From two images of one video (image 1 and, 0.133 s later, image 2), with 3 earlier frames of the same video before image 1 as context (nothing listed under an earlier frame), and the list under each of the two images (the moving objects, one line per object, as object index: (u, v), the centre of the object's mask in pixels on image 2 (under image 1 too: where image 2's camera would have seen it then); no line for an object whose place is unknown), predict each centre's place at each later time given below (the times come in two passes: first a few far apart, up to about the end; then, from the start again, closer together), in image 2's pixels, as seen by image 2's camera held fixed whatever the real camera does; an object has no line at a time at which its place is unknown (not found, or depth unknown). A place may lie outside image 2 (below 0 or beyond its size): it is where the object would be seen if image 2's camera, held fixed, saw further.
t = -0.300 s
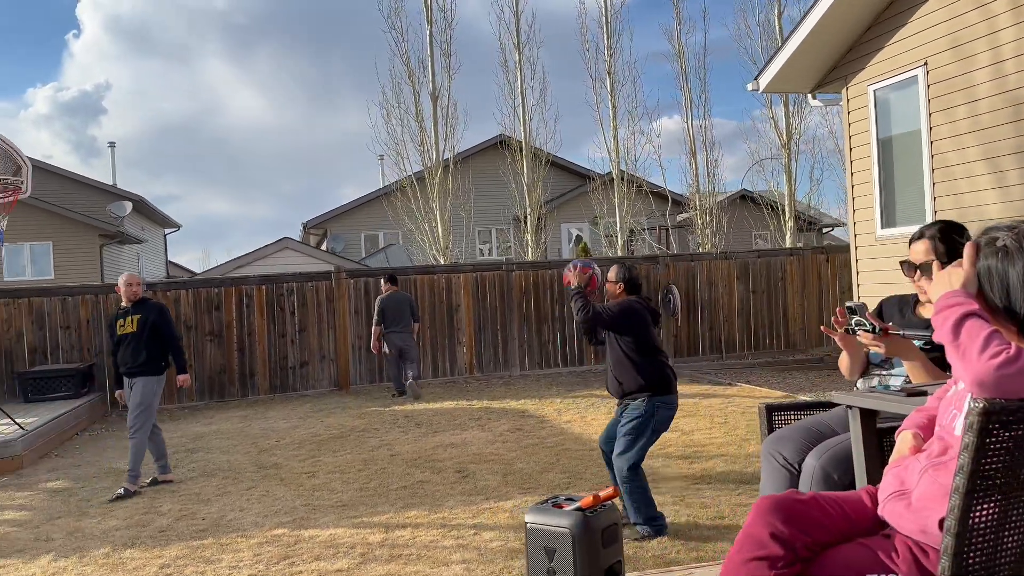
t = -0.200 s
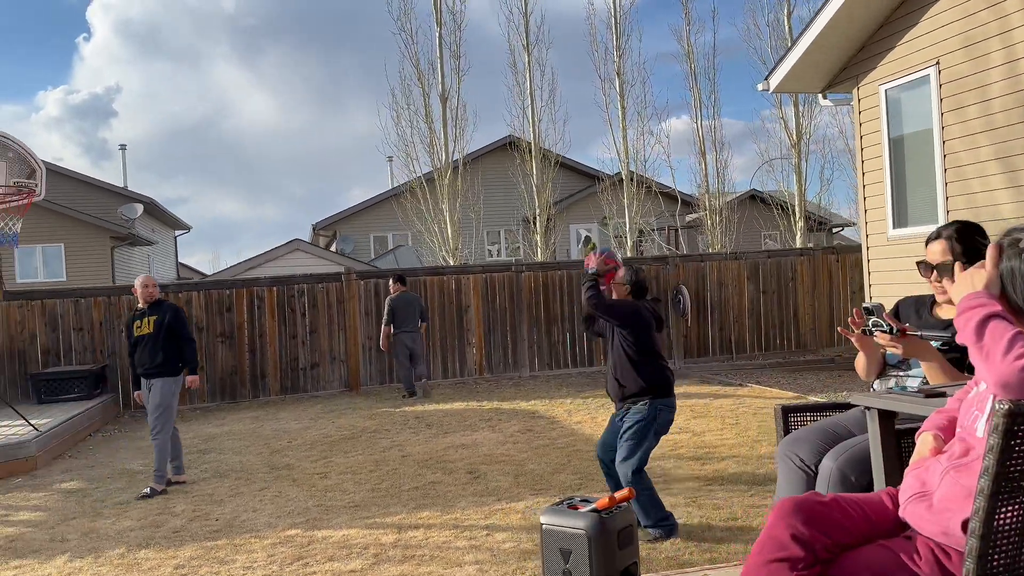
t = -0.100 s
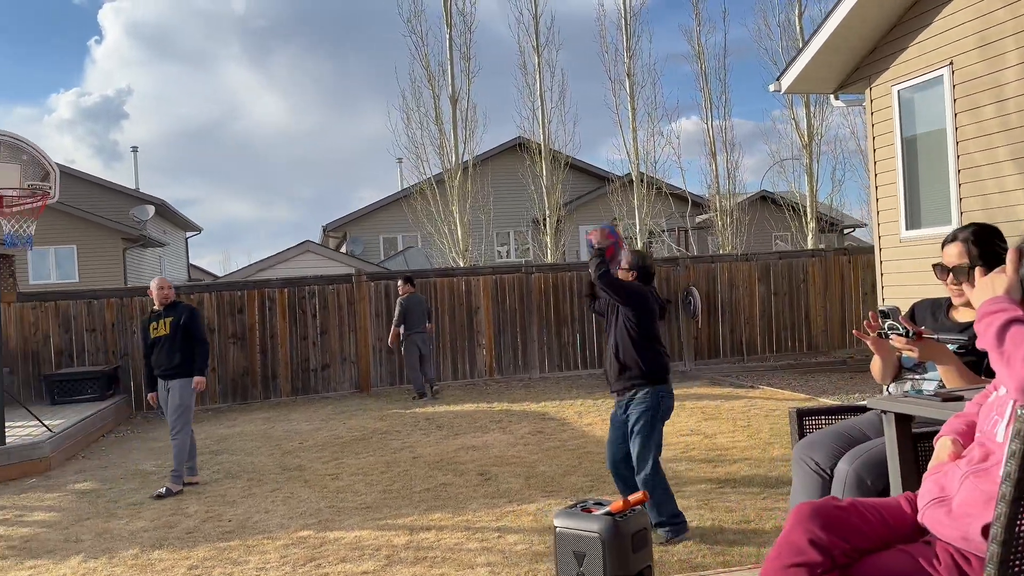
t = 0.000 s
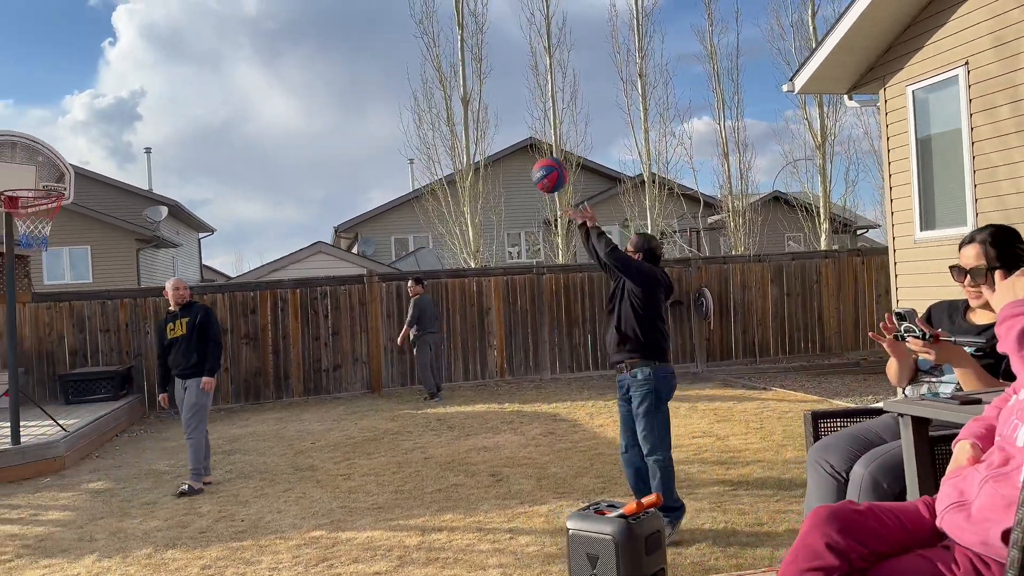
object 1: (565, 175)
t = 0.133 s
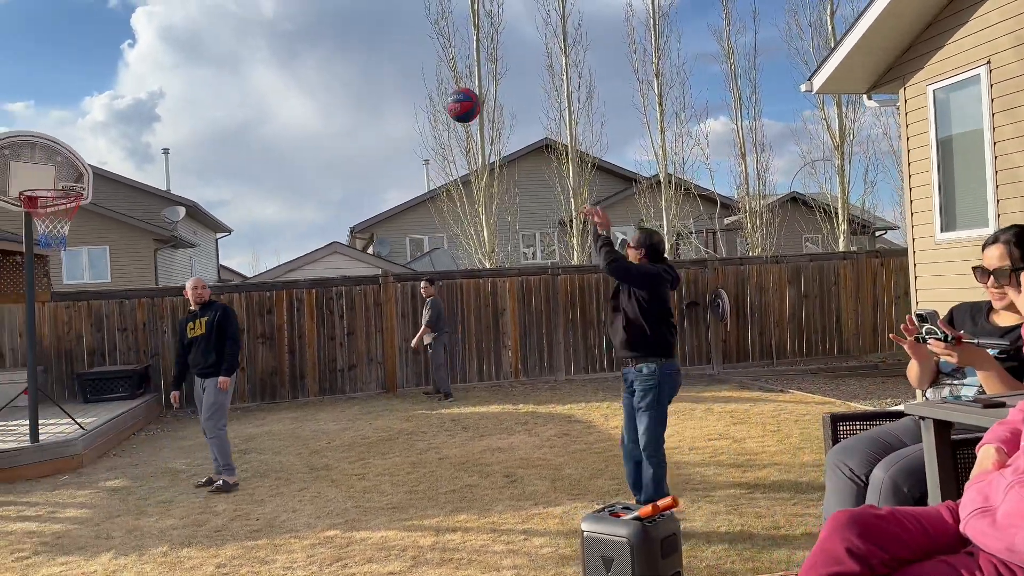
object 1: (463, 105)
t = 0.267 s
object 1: (374, 69)
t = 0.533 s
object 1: (226, 77)
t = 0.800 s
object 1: (109, 166)
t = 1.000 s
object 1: (46, 276)
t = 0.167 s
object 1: (440, 93)
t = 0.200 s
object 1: (417, 83)
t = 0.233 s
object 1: (395, 75)
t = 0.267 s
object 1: (374, 69)
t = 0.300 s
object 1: (353, 64)
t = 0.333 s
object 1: (333, 61)
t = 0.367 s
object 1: (314, 61)
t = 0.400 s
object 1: (295, 61)
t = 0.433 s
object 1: (277, 63)
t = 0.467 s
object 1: (259, 66)
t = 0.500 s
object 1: (242, 71)
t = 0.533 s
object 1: (226, 77)
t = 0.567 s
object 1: (210, 85)
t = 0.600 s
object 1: (194, 93)
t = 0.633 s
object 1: (179, 103)
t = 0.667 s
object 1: (163, 113)
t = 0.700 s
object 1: (149, 125)
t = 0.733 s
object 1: (135, 138)
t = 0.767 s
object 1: (121, 152)
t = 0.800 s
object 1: (109, 166)
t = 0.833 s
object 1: (96, 182)
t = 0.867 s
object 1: (84, 200)
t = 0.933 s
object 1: (66, 237)
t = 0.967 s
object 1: (56, 257)
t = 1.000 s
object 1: (46, 276)
